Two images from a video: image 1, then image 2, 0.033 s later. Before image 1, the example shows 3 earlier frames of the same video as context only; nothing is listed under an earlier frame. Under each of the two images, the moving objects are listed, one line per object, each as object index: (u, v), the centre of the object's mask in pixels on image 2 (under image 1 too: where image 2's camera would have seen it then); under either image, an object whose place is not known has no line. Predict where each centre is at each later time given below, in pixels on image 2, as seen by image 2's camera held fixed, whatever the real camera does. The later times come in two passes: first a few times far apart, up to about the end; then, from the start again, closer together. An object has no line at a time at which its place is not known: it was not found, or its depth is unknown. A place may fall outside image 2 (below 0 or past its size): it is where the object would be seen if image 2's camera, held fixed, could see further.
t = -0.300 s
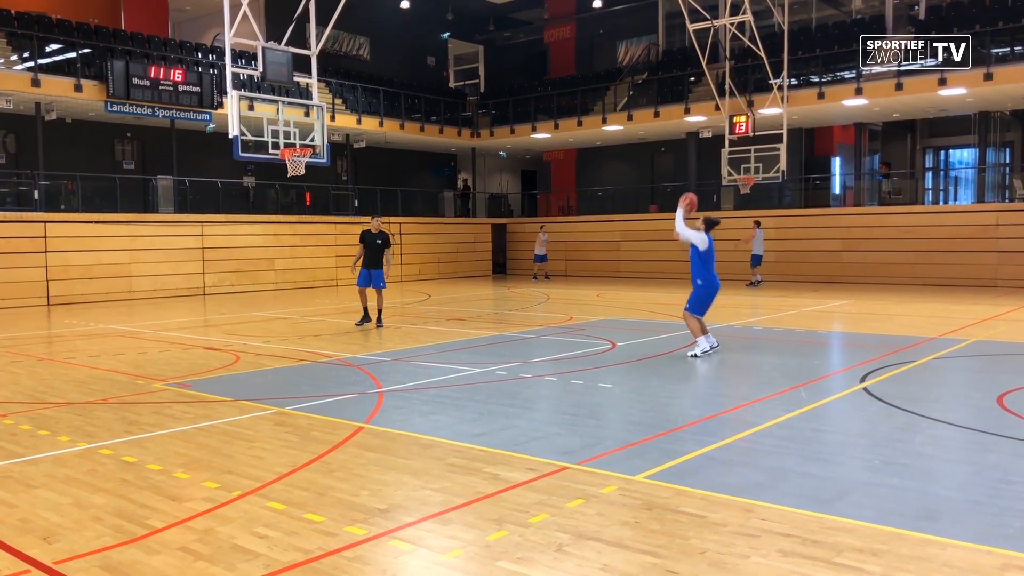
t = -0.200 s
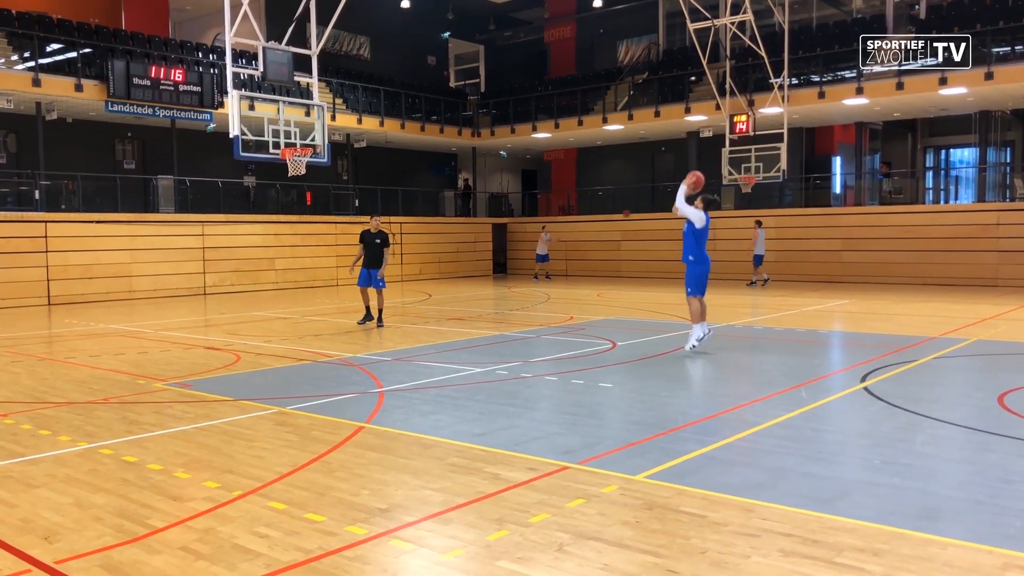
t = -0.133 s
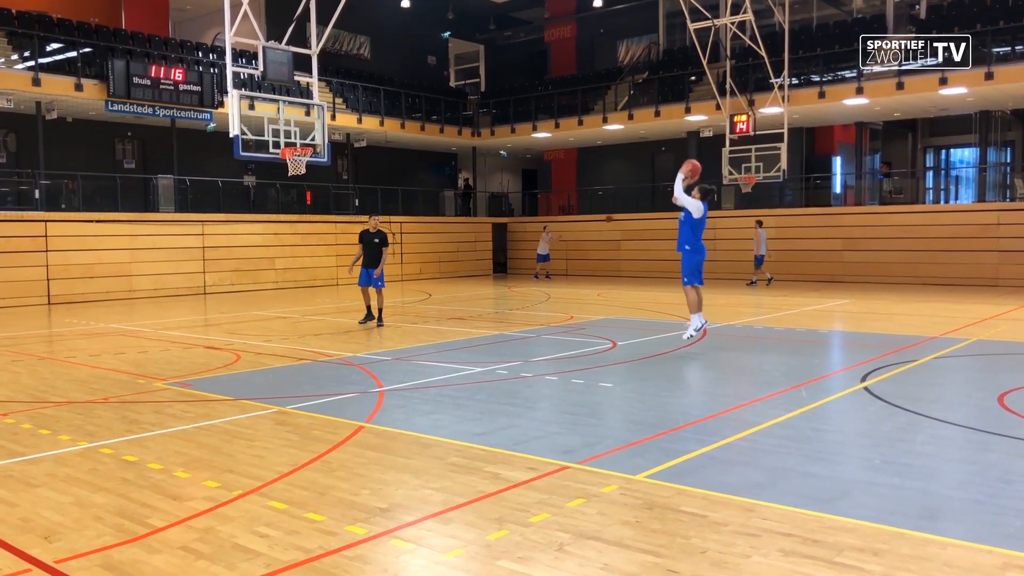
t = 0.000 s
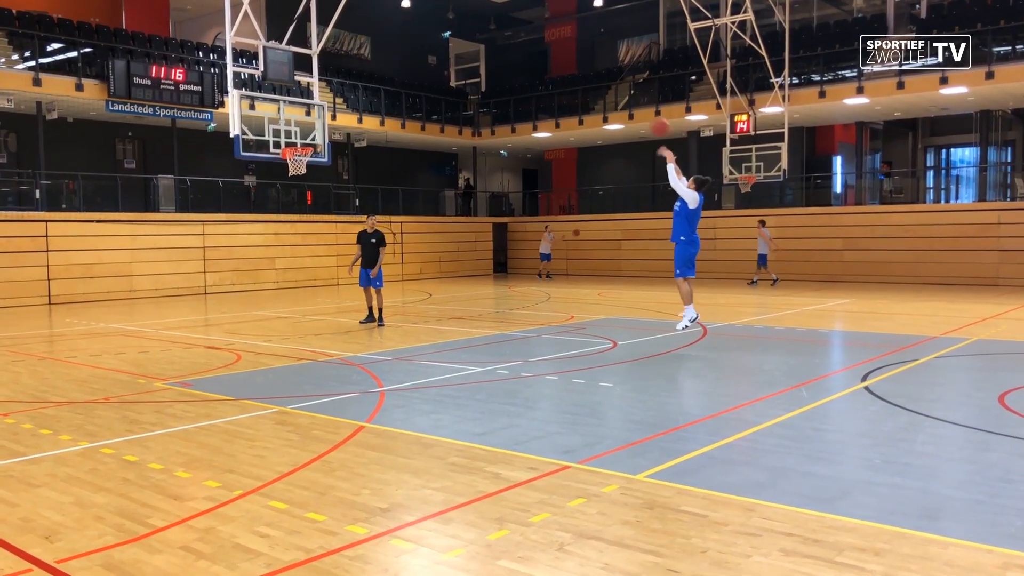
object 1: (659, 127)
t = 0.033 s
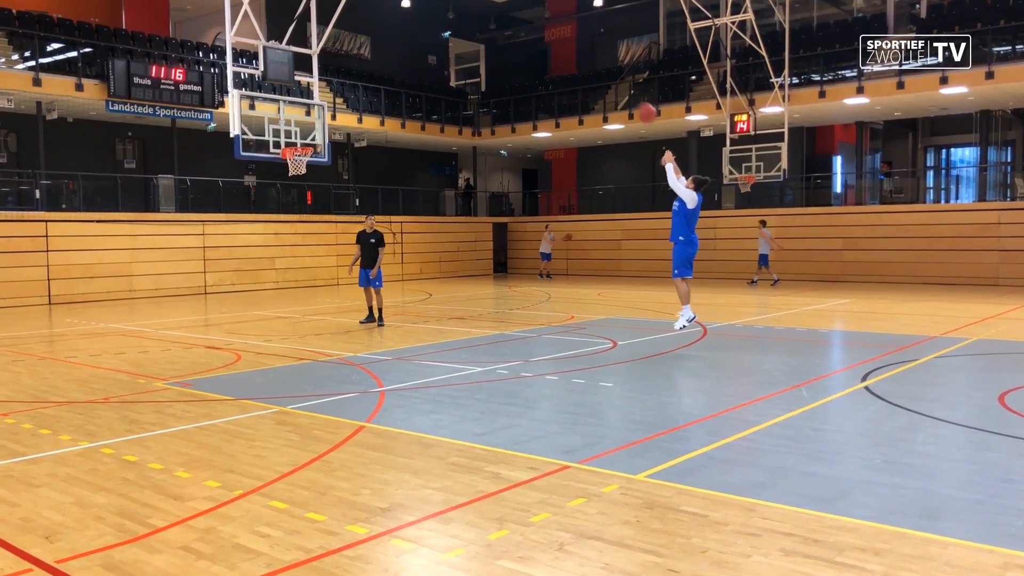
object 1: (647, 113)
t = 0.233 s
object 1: (570, 53)
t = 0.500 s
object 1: (480, 22)
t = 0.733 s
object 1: (411, 34)
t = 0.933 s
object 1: (359, 69)
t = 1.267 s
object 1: (289, 165)
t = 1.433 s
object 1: (290, 191)
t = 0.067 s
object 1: (633, 101)
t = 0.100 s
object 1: (620, 89)
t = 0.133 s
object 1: (607, 79)
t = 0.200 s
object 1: (582, 61)
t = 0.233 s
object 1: (570, 53)
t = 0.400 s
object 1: (512, 28)
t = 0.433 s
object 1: (501, 25)
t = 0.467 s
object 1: (491, 23)
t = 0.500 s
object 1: (480, 22)
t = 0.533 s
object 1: (470, 22)
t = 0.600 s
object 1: (449, 23)
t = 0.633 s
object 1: (440, 25)
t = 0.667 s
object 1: (430, 27)
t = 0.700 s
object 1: (421, 30)
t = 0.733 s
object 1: (411, 34)
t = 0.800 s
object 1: (393, 43)
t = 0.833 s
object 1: (384, 49)
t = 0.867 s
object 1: (376, 55)
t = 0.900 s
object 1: (367, 62)
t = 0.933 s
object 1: (359, 69)
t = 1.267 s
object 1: (289, 165)
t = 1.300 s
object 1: (289, 169)
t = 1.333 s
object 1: (289, 173)
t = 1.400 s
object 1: (290, 185)
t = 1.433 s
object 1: (290, 191)
